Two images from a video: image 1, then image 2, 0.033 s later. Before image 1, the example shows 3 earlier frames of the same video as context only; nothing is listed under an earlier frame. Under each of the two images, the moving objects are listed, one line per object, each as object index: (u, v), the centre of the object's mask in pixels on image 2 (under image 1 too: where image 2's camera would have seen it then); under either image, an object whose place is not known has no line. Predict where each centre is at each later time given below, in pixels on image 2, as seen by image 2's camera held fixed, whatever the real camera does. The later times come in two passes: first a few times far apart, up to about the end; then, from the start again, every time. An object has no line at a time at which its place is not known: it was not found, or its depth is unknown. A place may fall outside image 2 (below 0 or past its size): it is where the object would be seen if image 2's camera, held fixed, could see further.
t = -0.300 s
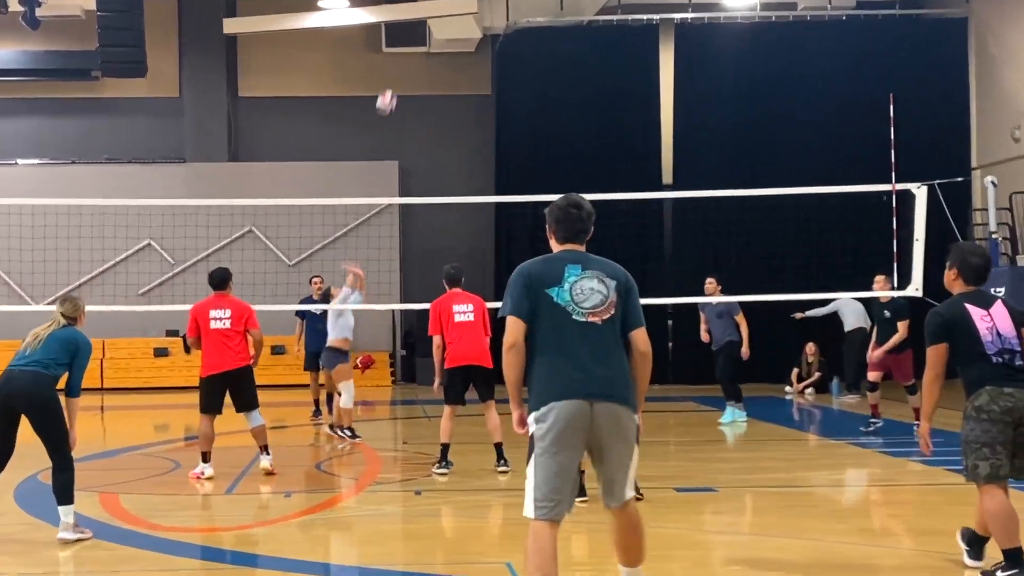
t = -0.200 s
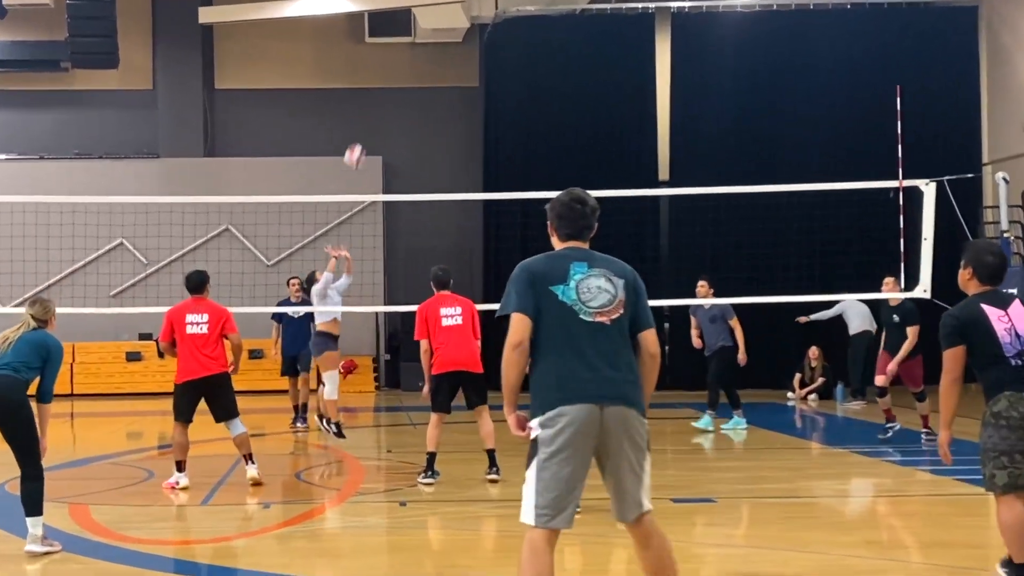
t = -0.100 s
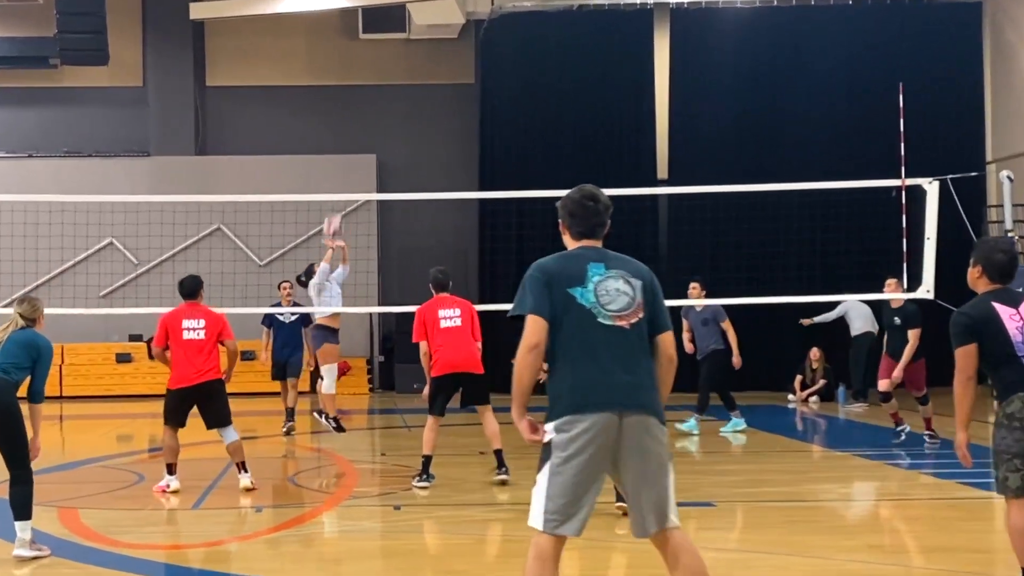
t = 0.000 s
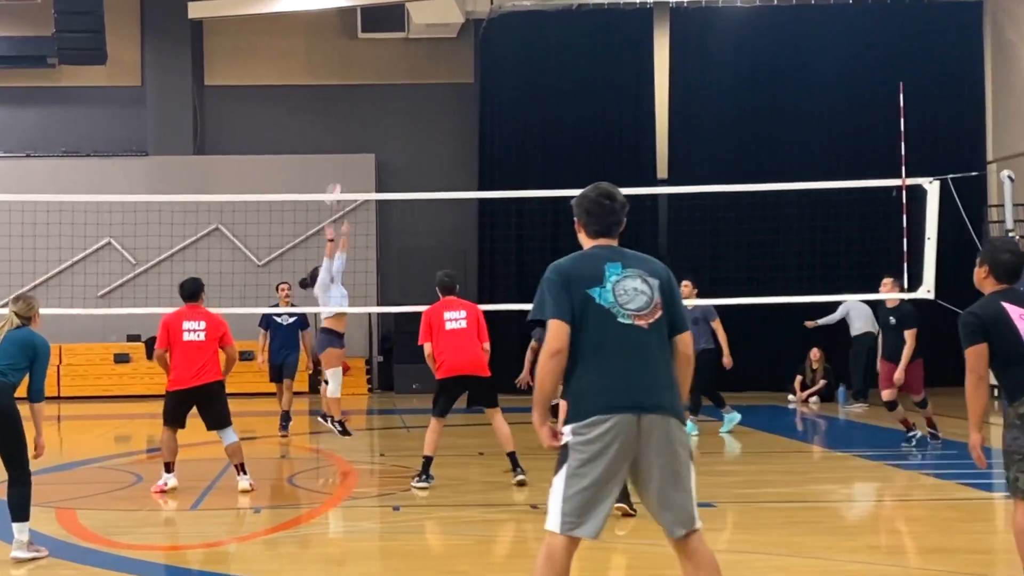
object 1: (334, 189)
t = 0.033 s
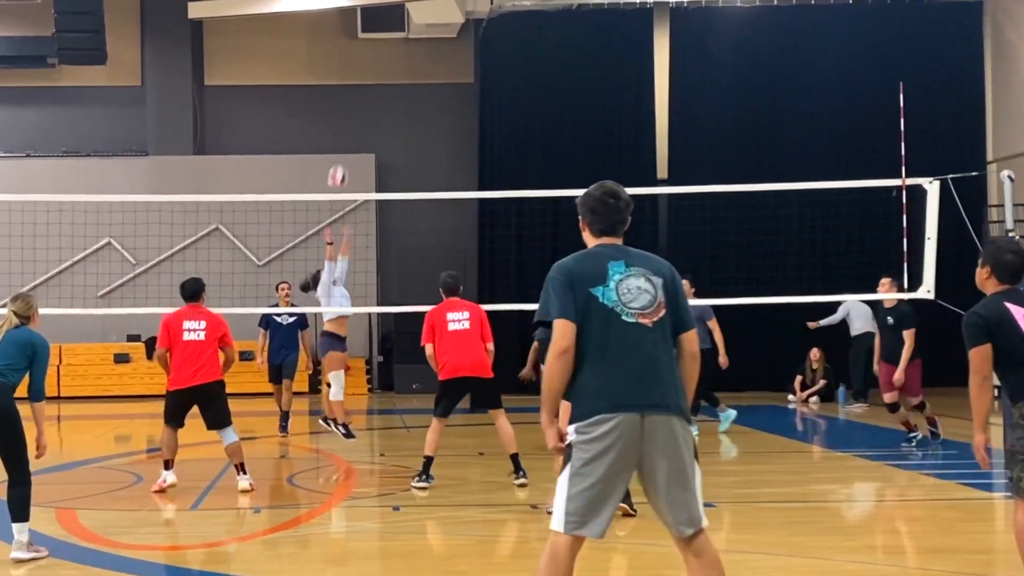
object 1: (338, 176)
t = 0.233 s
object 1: (354, 92)
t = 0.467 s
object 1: (374, 39)
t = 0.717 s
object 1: (397, 43)
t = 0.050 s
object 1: (339, 168)
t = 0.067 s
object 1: (340, 160)
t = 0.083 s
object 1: (342, 152)
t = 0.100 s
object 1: (343, 144)
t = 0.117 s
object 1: (345, 137)
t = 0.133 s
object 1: (346, 130)
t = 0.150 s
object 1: (347, 123)
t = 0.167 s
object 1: (349, 116)
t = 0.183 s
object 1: (350, 110)
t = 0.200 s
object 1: (351, 104)
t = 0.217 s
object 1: (353, 98)
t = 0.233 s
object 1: (354, 92)
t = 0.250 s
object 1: (356, 86)
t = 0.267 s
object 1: (357, 81)
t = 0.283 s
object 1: (358, 76)
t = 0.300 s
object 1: (359, 71)
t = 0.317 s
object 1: (361, 66)
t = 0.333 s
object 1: (362, 62)
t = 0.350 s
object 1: (363, 58)
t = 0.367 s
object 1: (365, 55)
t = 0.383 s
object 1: (366, 51)
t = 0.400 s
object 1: (368, 48)
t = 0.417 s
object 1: (370, 46)
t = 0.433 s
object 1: (371, 43)
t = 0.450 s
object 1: (372, 41)
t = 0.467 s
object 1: (374, 39)
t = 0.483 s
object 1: (375, 37)
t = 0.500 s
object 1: (377, 36)
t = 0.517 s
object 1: (378, 35)
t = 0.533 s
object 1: (380, 34)
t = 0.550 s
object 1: (381, 34)
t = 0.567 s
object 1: (383, 33)
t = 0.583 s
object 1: (384, 33)
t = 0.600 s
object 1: (386, 34)
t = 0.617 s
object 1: (388, 34)
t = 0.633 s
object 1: (389, 35)
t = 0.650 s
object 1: (391, 36)
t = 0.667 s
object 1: (392, 37)
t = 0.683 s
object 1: (394, 39)
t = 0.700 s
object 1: (395, 41)
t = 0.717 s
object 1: (397, 43)
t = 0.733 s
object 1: (399, 45)
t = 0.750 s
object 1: (400, 48)
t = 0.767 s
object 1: (402, 51)
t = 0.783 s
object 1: (403, 55)
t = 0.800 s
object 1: (405, 59)
